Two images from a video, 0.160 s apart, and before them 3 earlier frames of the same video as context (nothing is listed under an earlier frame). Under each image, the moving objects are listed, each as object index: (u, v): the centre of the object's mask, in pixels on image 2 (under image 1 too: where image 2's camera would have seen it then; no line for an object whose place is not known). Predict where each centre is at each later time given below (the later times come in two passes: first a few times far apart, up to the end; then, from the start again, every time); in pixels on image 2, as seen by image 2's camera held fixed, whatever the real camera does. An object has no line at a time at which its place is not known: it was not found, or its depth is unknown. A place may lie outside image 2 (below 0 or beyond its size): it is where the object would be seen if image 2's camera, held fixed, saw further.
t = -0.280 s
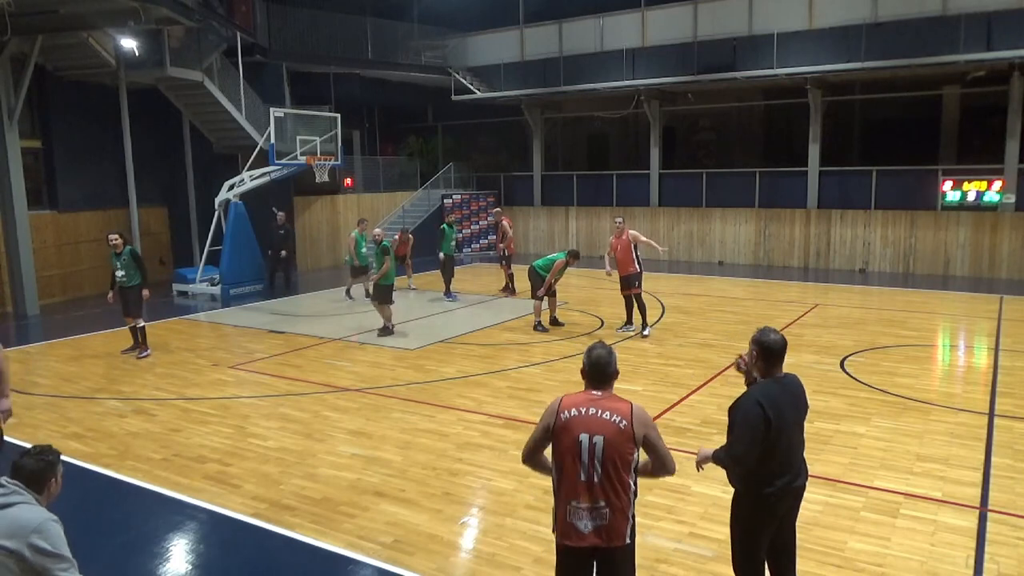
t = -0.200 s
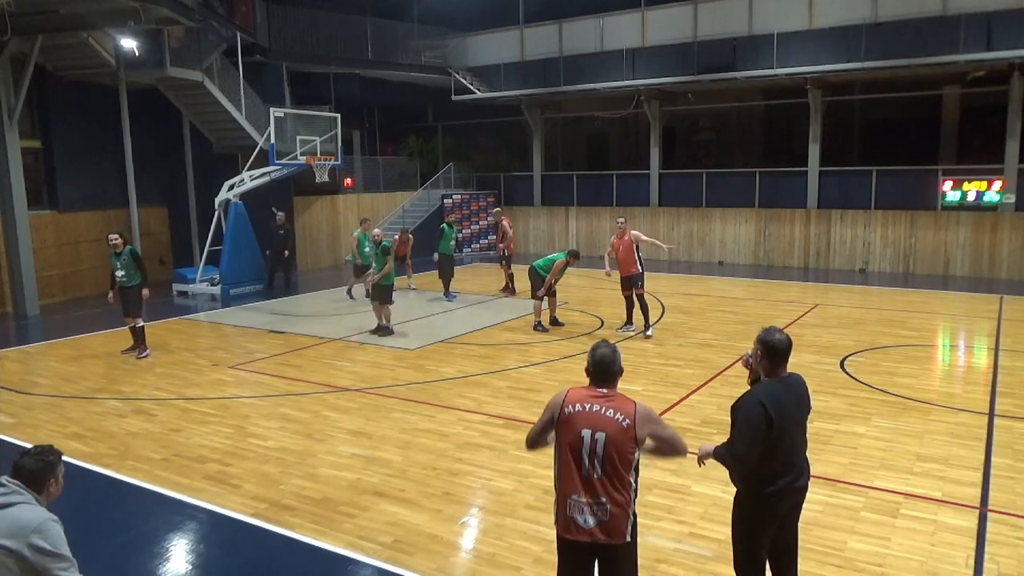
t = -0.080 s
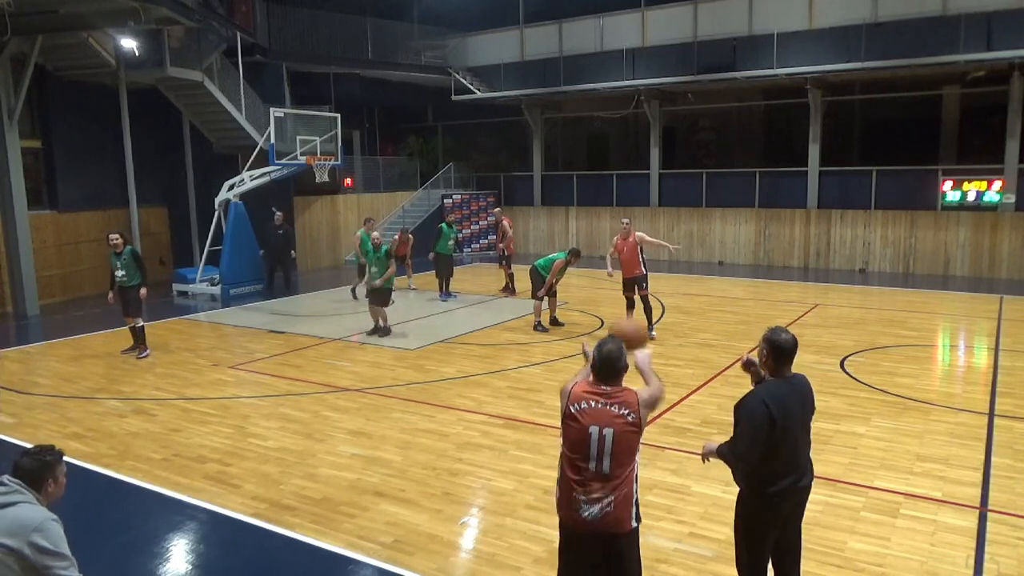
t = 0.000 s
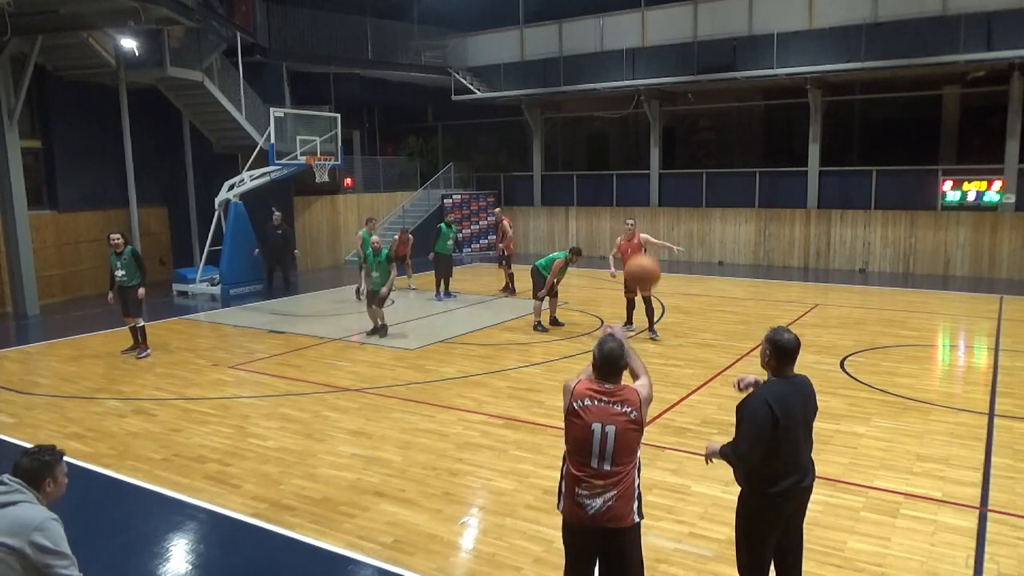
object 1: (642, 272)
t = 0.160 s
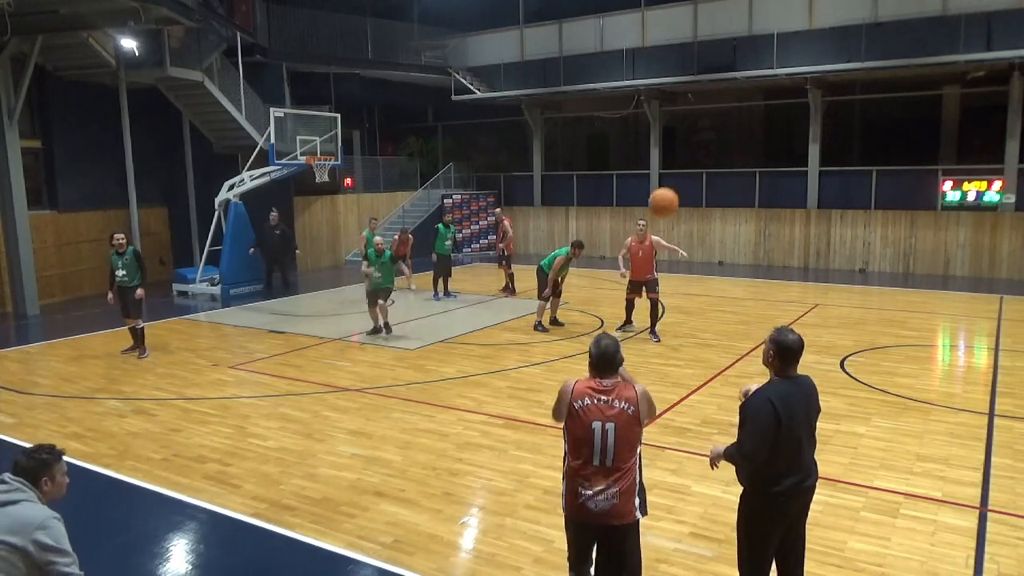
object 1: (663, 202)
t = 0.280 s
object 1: (674, 183)
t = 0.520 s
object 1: (689, 190)
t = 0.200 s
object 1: (667, 194)
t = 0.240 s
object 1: (671, 187)
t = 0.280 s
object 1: (674, 183)
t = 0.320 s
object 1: (677, 181)
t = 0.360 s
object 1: (680, 180)
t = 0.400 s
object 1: (683, 181)
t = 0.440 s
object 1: (685, 182)
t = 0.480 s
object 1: (687, 186)
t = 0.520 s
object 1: (689, 190)
